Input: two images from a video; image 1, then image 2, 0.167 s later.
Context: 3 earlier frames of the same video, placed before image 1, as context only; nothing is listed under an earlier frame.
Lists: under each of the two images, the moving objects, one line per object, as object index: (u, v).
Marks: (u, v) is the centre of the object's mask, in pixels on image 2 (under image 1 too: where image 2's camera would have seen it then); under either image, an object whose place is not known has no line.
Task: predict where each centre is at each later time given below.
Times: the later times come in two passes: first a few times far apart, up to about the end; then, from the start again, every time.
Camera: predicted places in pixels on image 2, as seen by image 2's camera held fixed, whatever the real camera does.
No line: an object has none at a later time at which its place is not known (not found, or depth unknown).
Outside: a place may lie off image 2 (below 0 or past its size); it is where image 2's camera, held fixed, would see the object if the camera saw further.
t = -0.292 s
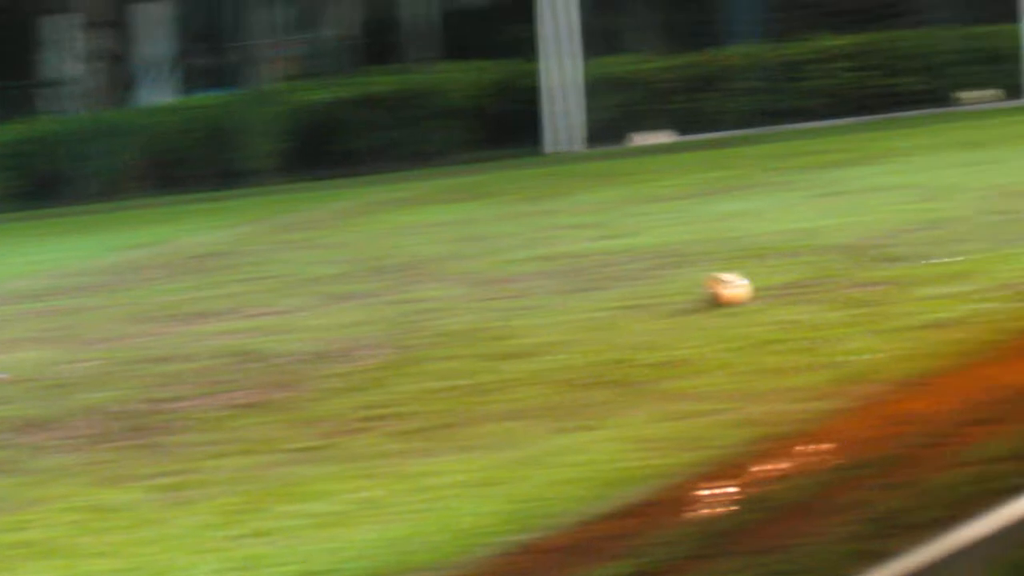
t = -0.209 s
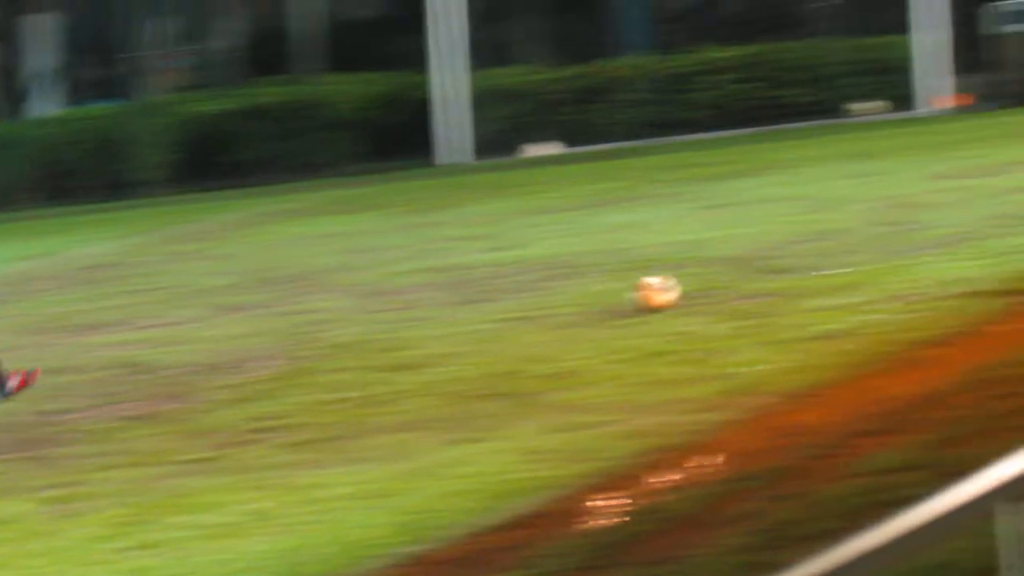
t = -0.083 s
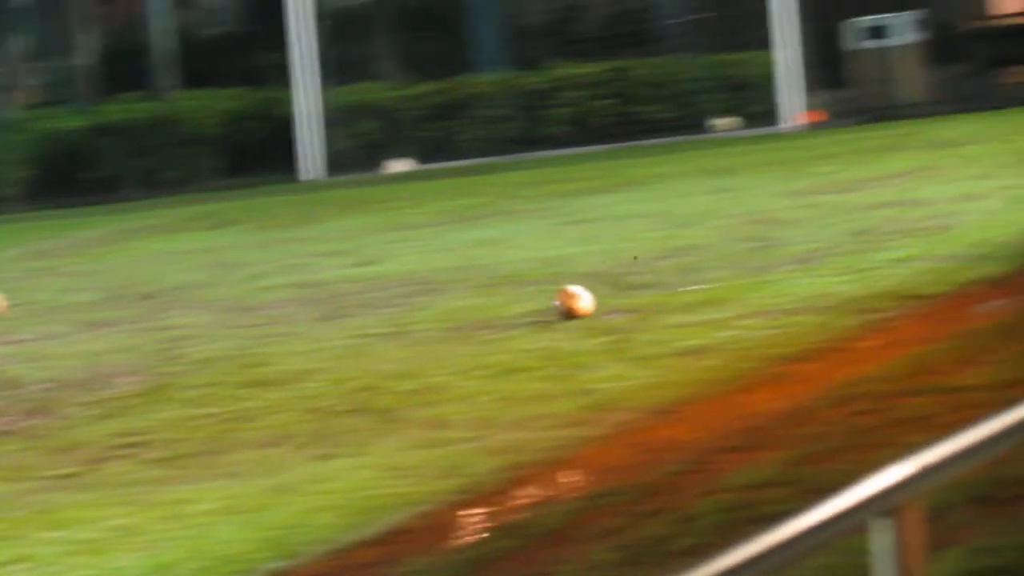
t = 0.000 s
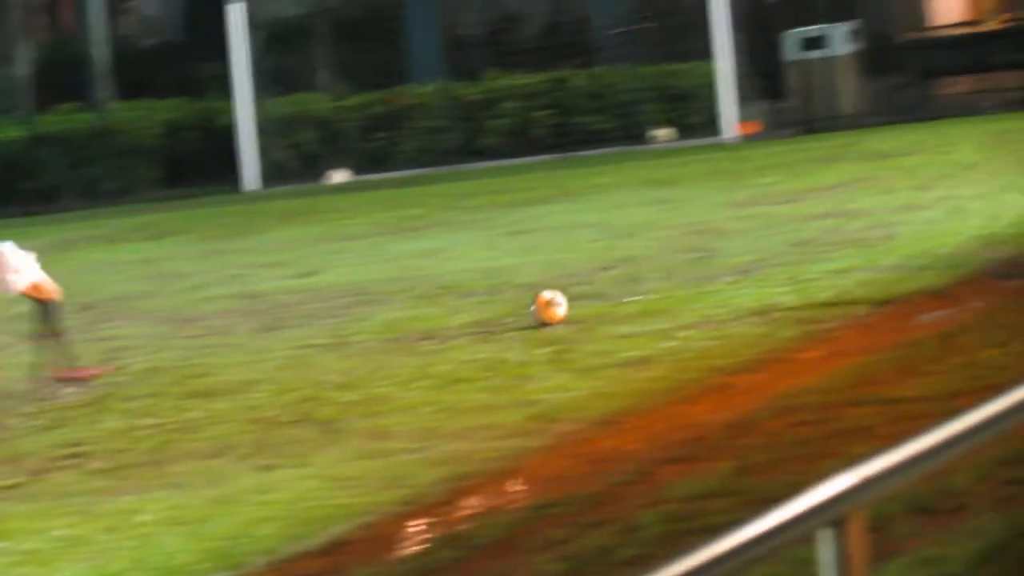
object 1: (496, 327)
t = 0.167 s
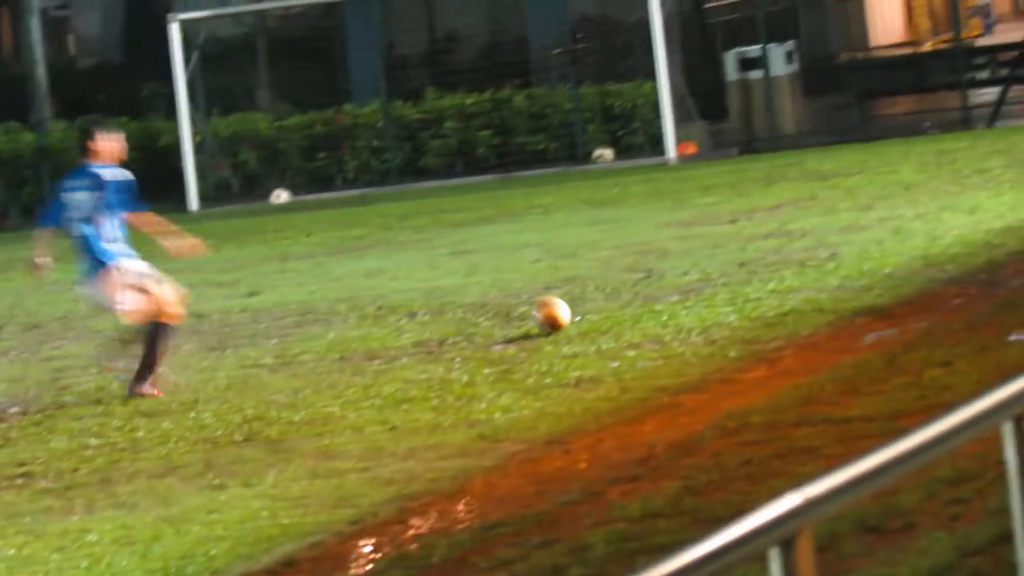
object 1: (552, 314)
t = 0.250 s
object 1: (580, 311)
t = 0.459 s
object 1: (643, 300)
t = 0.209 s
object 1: (566, 313)
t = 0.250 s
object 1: (580, 311)
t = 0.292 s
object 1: (591, 308)
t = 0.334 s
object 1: (604, 306)
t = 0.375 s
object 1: (618, 304)
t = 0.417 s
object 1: (630, 302)
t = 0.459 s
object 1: (643, 300)
